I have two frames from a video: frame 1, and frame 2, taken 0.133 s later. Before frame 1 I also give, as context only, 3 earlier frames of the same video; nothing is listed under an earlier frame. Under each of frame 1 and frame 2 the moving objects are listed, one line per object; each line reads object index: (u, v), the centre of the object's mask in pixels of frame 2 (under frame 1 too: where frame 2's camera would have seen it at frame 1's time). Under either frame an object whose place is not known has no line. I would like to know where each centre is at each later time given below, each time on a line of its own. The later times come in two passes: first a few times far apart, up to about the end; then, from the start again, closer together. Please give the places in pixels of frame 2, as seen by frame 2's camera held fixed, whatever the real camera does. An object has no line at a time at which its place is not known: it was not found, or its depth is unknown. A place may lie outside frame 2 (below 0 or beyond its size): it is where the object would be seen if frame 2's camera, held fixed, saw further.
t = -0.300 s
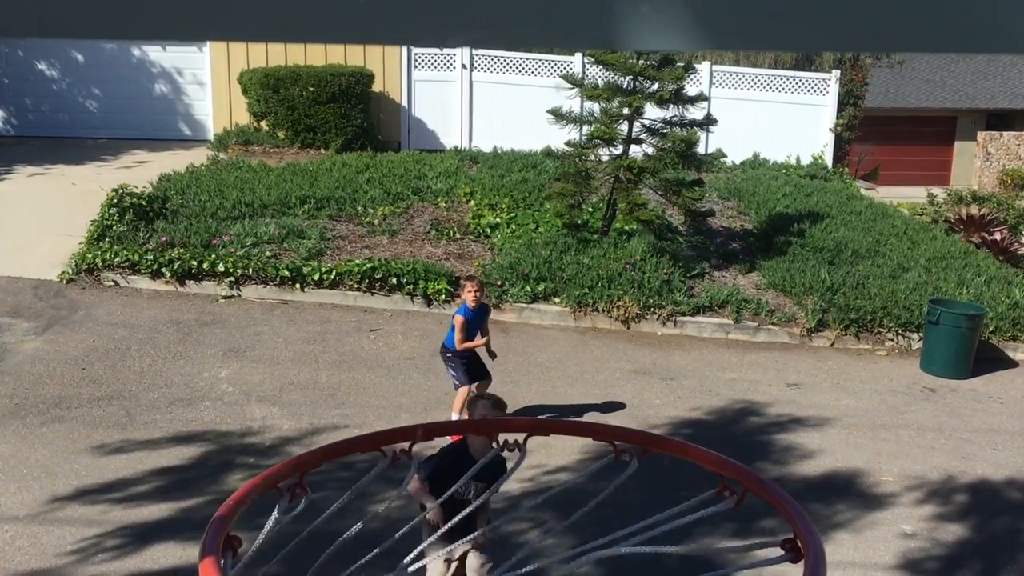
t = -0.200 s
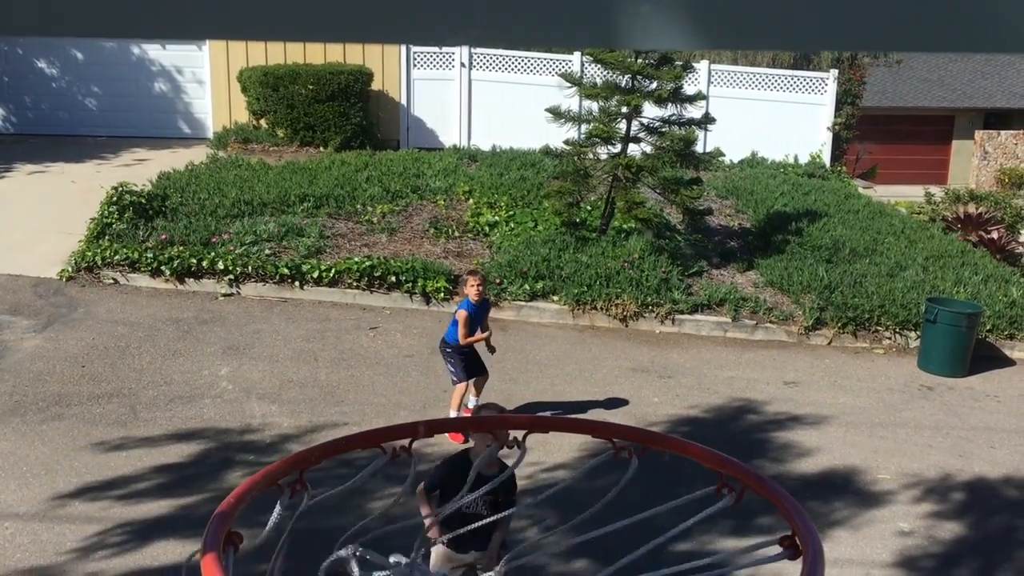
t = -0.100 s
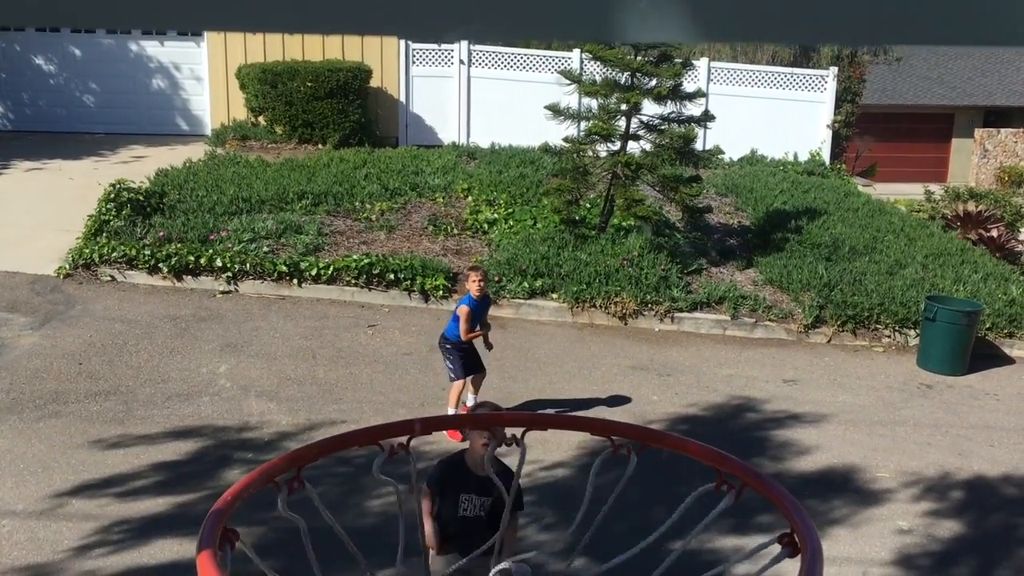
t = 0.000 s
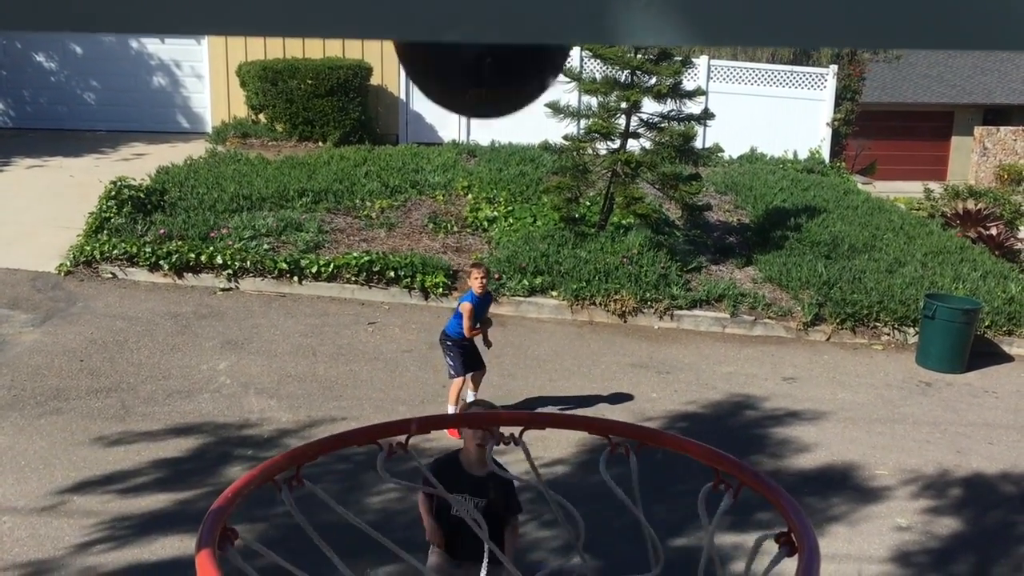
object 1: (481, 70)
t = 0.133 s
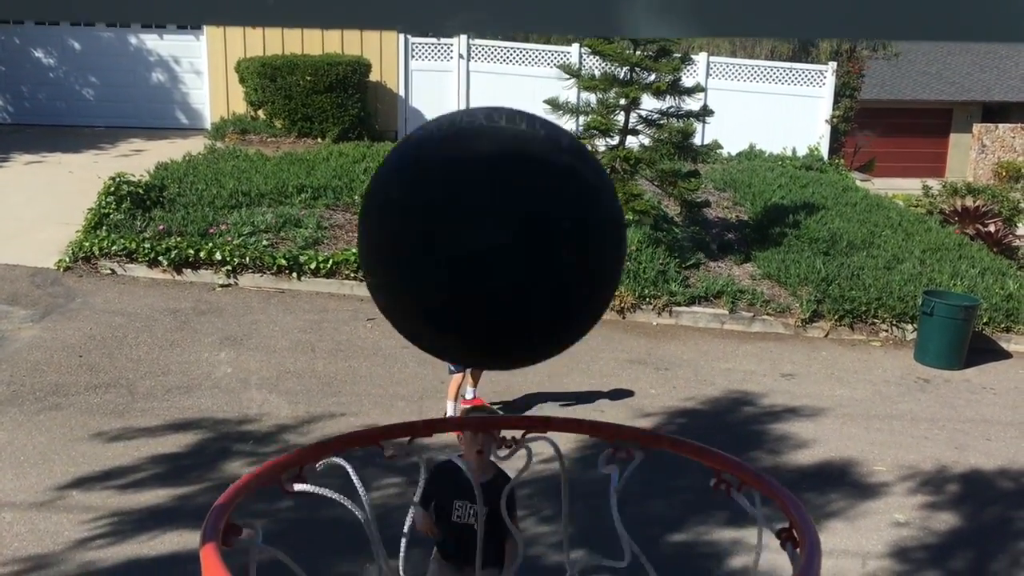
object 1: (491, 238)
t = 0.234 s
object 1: (489, 173)
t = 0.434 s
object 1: (484, 167)
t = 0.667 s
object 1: (497, 333)
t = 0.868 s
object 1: (570, 548)
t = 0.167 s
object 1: (489, 201)
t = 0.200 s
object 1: (492, 179)
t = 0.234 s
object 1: (489, 173)
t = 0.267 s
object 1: (483, 177)
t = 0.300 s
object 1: (483, 198)
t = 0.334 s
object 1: (484, 205)
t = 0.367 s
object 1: (480, 177)
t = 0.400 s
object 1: (485, 166)
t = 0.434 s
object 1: (484, 167)
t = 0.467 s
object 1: (479, 177)
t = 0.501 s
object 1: (479, 200)
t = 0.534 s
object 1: (480, 240)
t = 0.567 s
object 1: (481, 286)
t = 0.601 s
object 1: (479, 340)
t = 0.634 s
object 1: (487, 334)
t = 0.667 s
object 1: (497, 333)
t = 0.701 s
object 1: (509, 344)
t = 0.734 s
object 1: (523, 365)
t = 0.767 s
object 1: (535, 403)
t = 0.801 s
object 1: (547, 457)
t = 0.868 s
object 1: (570, 548)
